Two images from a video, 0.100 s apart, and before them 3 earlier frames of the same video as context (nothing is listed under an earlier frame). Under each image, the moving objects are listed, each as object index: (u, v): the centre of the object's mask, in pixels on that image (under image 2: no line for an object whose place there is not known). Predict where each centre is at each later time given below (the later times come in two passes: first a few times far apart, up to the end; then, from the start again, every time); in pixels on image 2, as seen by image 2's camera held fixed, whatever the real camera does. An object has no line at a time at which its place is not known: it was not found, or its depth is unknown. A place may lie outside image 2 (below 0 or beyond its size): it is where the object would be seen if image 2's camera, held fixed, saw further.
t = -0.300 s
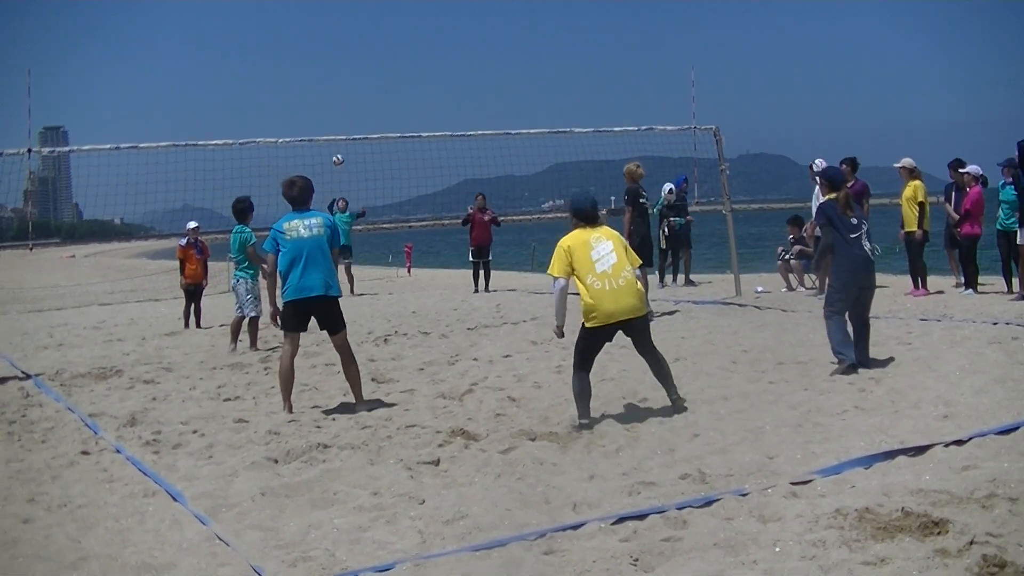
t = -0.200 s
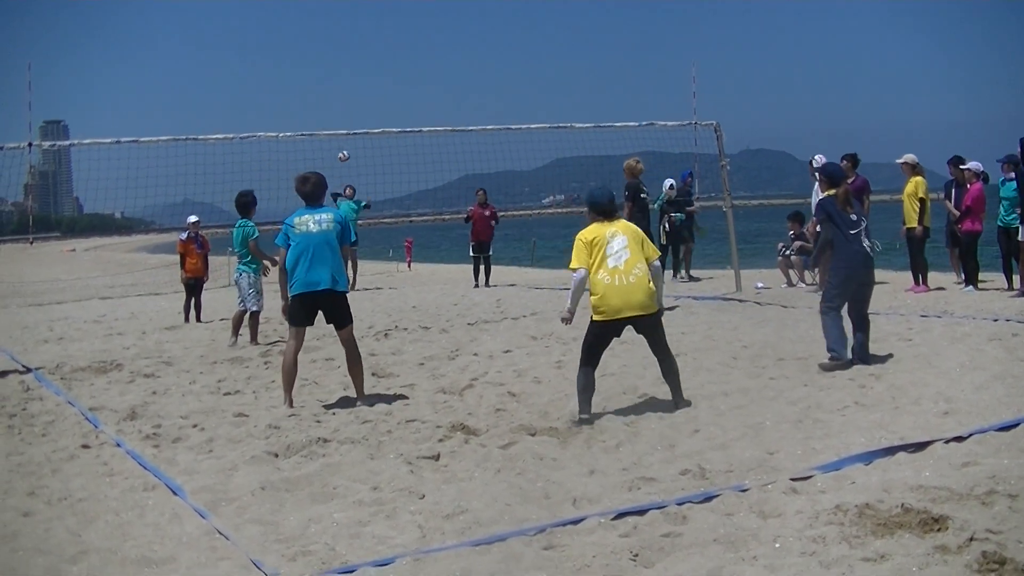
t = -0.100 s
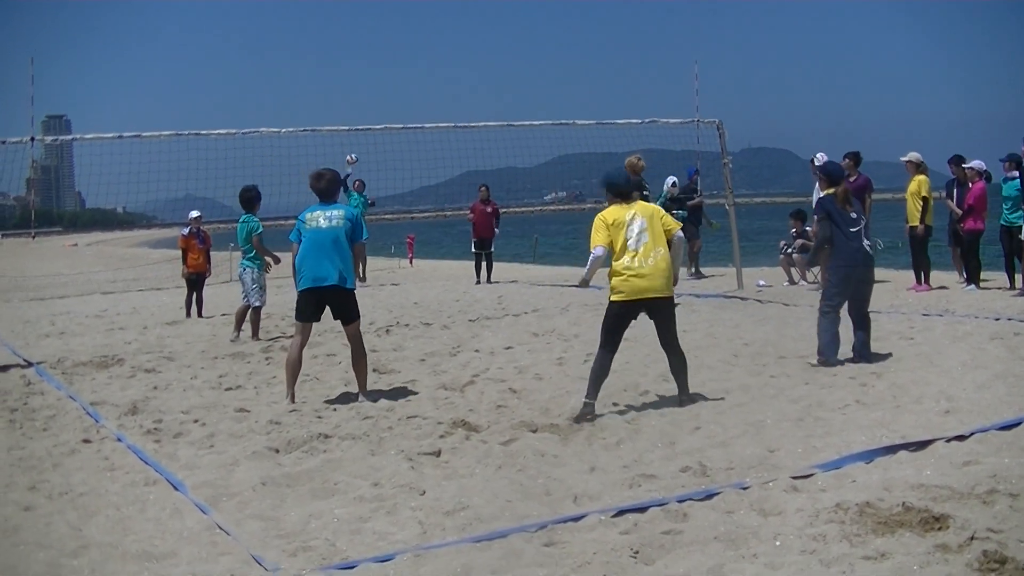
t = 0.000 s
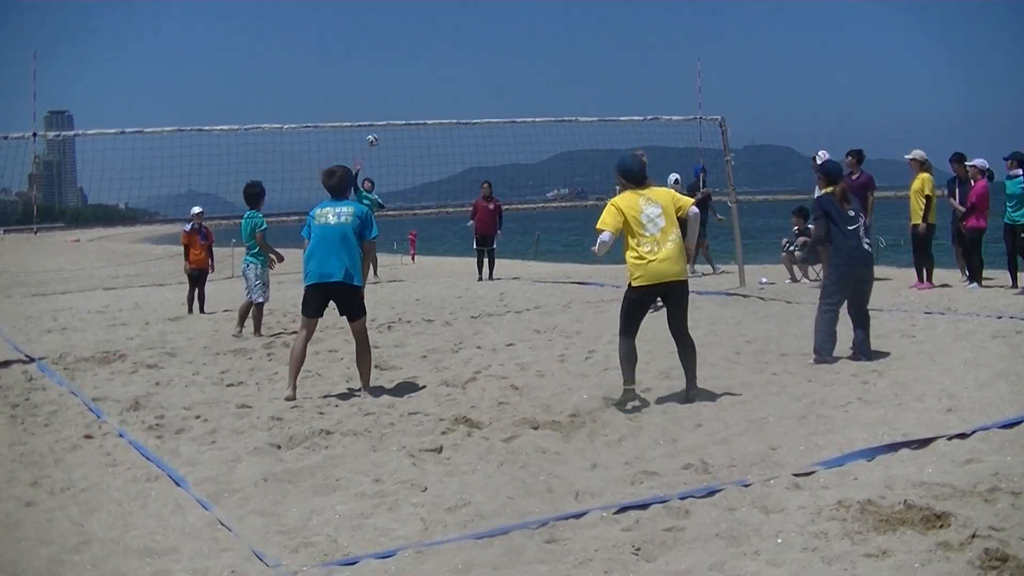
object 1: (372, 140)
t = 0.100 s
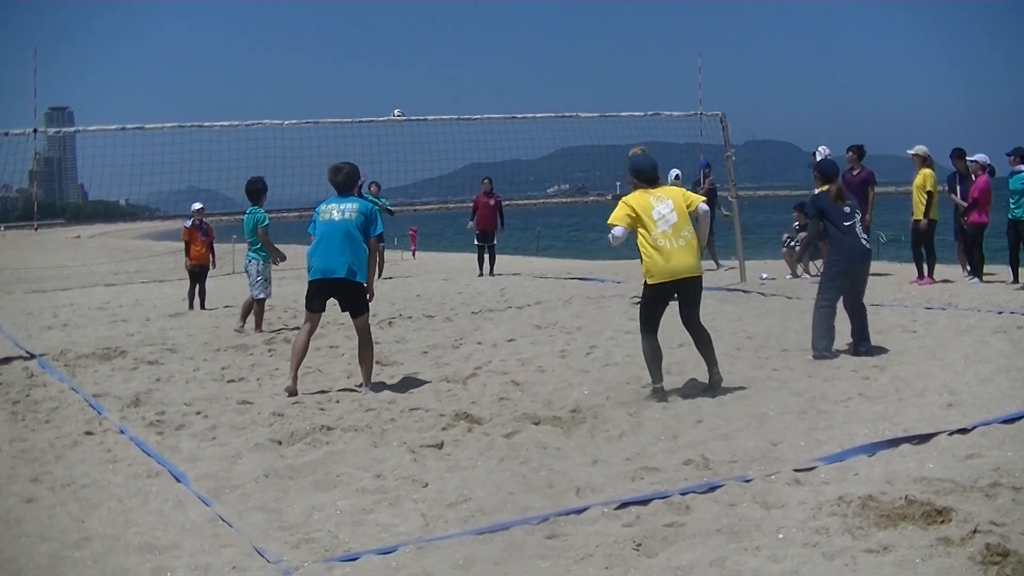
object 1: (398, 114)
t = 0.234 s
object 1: (436, 97)
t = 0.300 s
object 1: (457, 91)
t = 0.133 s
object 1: (407, 110)
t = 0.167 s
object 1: (416, 104)
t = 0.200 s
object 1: (426, 100)
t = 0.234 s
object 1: (436, 97)
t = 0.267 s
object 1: (446, 93)
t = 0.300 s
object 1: (457, 91)
